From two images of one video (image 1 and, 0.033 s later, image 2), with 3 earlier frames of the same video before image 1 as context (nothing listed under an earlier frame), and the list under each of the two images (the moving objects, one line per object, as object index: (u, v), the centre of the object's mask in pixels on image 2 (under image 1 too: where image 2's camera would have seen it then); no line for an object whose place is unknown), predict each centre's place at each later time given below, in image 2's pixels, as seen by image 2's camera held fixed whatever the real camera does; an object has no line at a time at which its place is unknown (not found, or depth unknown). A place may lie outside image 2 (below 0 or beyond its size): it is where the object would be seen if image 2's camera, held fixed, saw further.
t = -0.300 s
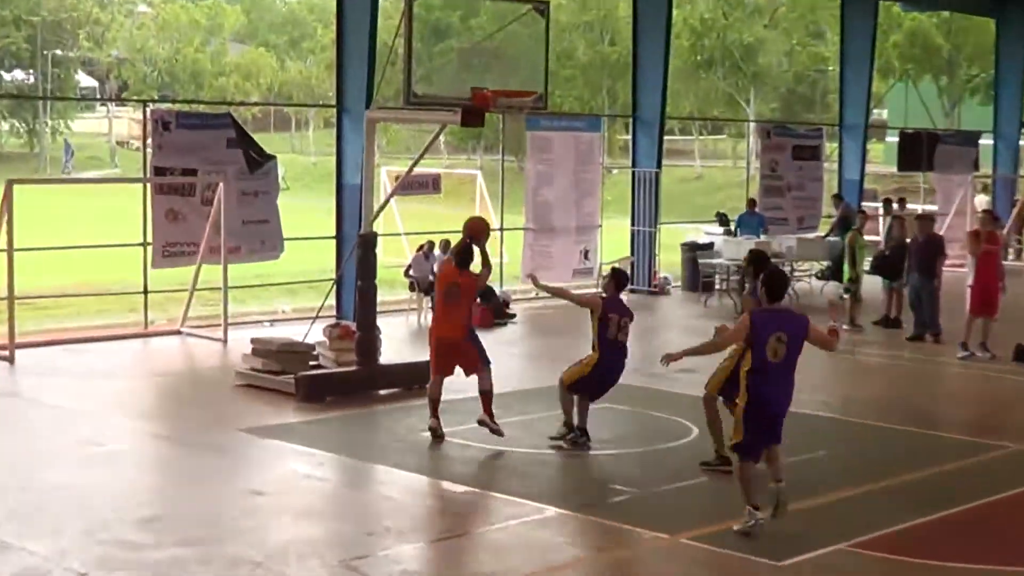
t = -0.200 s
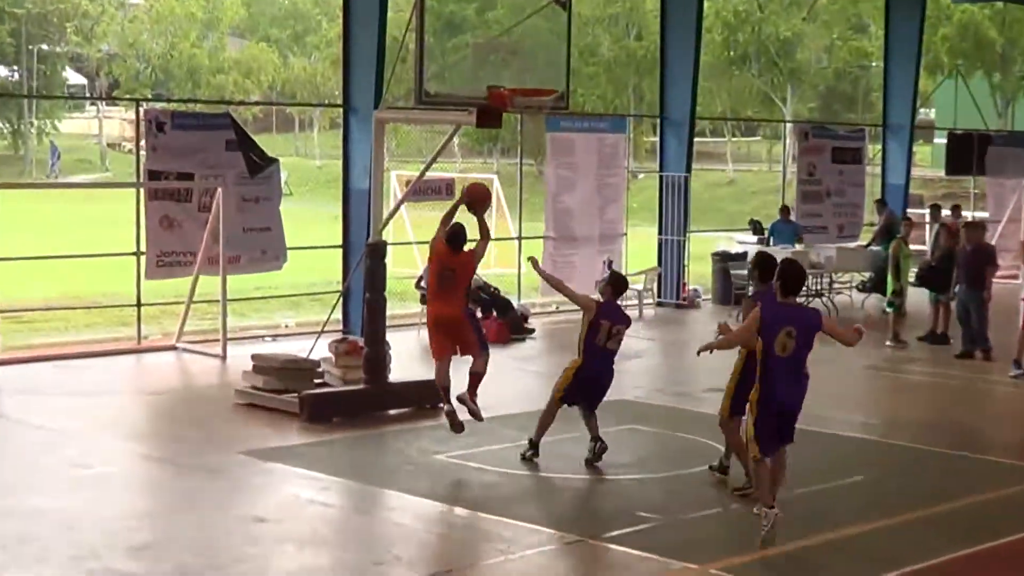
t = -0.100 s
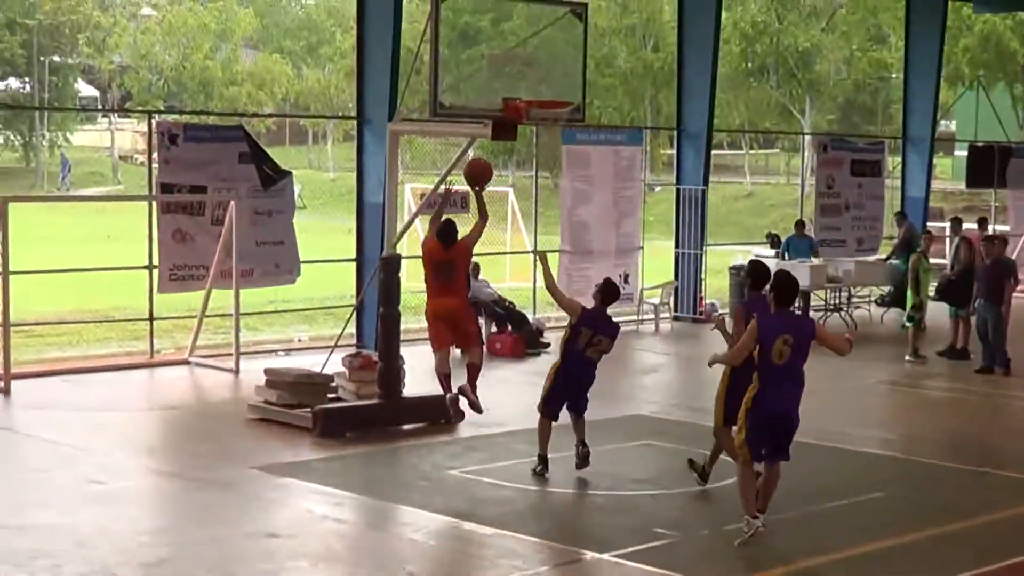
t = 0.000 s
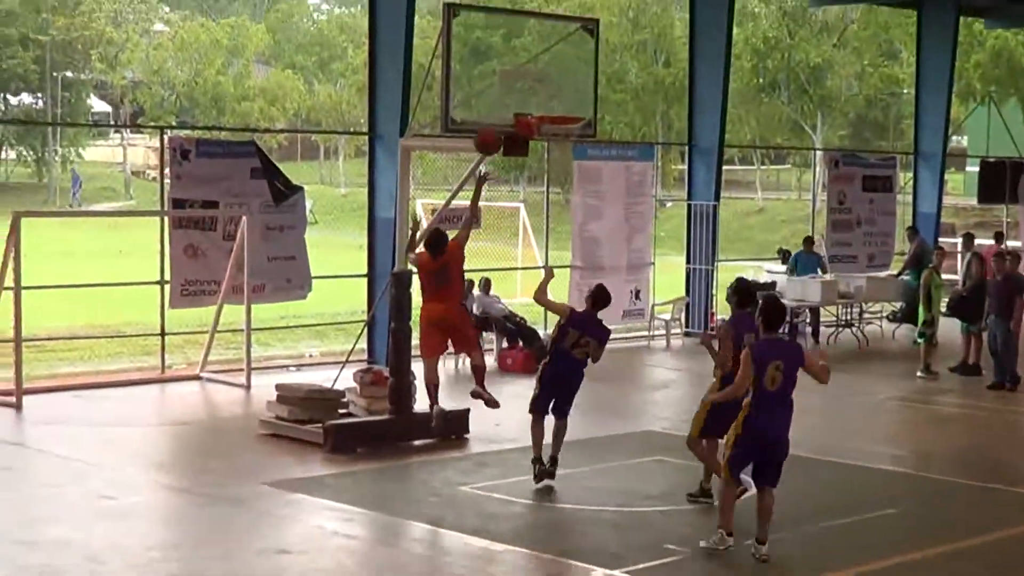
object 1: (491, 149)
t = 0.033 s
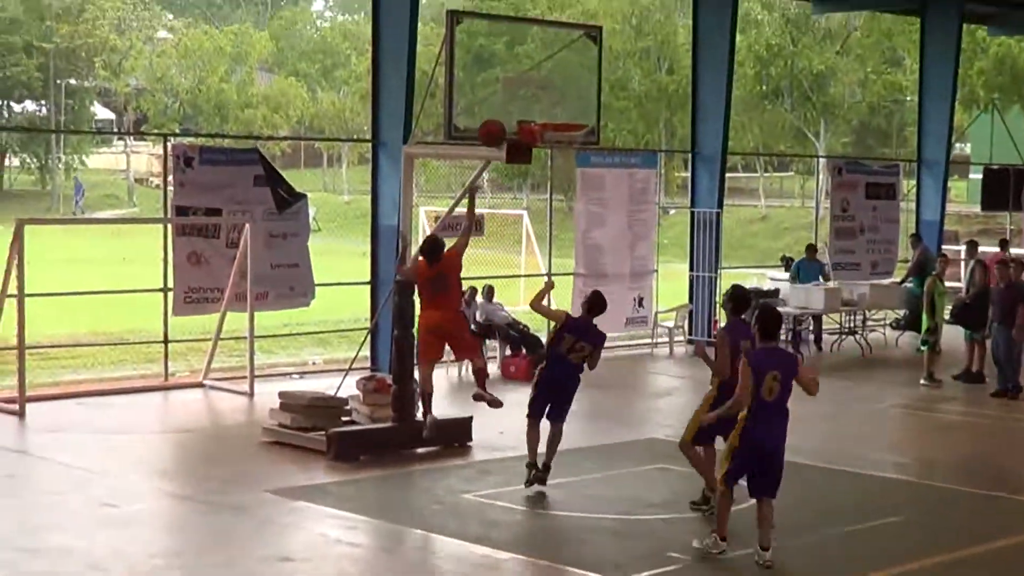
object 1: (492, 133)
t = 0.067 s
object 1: (492, 119)
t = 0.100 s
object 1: (493, 106)
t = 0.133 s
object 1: (494, 96)
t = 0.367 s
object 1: (540, 88)
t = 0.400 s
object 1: (547, 93)
